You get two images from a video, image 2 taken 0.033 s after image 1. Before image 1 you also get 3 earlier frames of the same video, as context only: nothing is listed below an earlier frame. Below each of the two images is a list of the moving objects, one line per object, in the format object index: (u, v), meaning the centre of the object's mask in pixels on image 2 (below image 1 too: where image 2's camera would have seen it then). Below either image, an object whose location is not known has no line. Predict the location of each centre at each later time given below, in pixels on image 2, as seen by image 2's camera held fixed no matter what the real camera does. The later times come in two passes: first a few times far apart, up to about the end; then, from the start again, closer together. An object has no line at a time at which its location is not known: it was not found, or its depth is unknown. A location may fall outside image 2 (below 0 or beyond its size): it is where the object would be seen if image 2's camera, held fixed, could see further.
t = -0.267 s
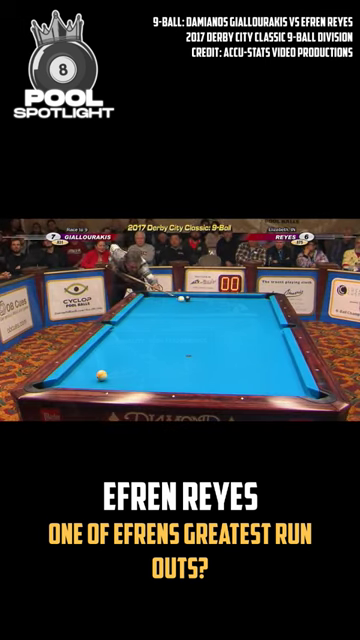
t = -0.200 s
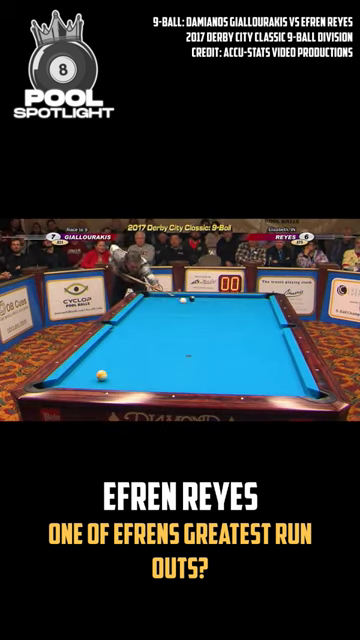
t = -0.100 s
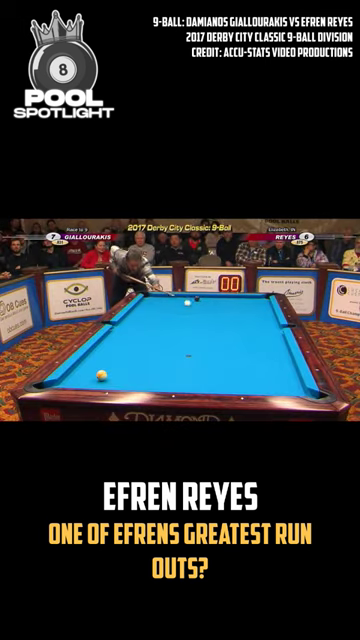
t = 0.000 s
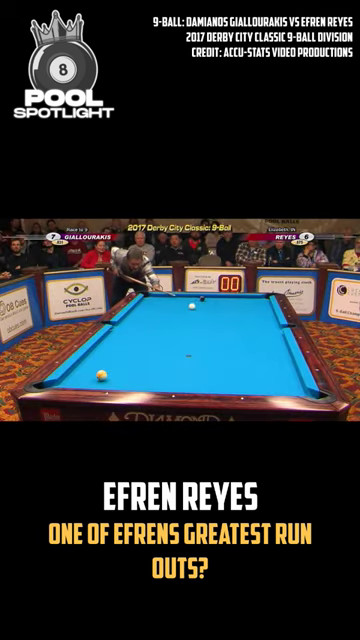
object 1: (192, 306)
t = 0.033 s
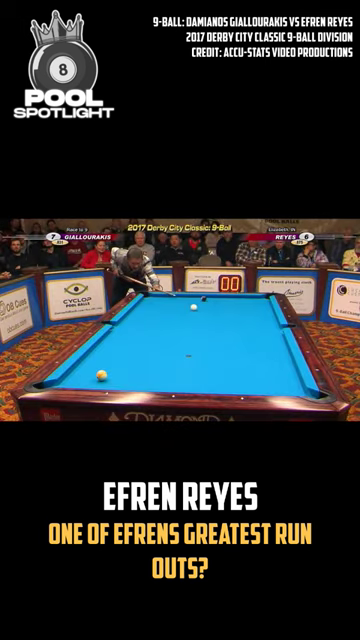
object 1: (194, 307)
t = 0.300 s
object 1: (208, 316)
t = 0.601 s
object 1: (227, 328)
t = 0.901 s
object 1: (250, 343)
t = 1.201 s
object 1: (279, 362)
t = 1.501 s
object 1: (289, 383)
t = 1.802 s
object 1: (281, 384)
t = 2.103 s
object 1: (273, 373)
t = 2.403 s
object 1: (266, 364)
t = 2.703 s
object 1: (260, 356)
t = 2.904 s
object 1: (256, 351)
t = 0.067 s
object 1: (195, 308)
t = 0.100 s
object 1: (197, 309)
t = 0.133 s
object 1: (199, 310)
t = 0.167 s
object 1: (200, 311)
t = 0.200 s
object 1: (202, 312)
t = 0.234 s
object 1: (204, 313)
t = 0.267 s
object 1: (206, 315)
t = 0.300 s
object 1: (208, 316)
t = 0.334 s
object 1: (210, 317)
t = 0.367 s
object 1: (212, 318)
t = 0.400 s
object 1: (214, 320)
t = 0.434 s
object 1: (216, 321)
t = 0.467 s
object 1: (218, 322)
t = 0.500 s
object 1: (220, 324)
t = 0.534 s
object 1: (222, 325)
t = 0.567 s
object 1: (225, 327)
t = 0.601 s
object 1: (227, 328)
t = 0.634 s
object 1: (229, 329)
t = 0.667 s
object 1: (232, 331)
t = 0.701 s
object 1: (234, 333)
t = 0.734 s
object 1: (237, 334)
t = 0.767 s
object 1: (239, 336)
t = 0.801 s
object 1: (242, 338)
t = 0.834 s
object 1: (245, 339)
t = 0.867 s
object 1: (247, 341)
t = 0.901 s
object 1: (250, 343)
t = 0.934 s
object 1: (253, 345)
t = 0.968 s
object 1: (256, 347)
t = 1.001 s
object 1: (259, 349)
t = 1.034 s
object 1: (262, 351)
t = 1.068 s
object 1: (265, 353)
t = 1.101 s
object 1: (269, 355)
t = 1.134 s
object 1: (272, 357)
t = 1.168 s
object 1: (276, 359)
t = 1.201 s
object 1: (279, 362)
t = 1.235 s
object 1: (283, 364)
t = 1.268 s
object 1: (286, 366)
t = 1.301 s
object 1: (290, 369)
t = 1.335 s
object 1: (294, 371)
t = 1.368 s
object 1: (293, 374)
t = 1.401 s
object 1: (291, 376)
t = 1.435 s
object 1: (291, 378)
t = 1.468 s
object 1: (290, 380)
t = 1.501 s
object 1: (289, 383)
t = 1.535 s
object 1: (288, 385)
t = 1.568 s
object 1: (288, 386)
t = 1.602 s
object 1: (287, 388)
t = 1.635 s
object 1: (286, 390)
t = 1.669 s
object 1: (285, 388)
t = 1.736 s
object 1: (283, 386)
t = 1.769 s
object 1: (282, 385)
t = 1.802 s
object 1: (281, 384)
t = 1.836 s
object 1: (280, 382)
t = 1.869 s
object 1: (279, 381)
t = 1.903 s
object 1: (278, 380)
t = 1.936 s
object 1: (277, 379)
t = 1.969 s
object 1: (276, 378)
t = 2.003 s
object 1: (275, 376)
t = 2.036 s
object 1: (275, 375)
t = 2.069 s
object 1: (274, 374)
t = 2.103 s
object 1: (273, 373)
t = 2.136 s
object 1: (272, 372)
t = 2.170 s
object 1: (271, 371)
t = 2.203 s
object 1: (271, 370)
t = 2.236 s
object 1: (270, 369)
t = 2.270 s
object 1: (269, 368)
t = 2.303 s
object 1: (269, 367)
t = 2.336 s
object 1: (268, 365)
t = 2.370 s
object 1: (267, 365)
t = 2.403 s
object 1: (266, 364)
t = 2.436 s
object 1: (266, 363)
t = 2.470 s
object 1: (265, 362)
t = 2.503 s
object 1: (264, 361)
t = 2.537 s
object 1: (264, 360)
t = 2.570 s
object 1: (263, 359)
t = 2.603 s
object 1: (262, 358)
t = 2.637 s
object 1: (261, 357)
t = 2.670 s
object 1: (261, 356)
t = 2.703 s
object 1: (260, 356)
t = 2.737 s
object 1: (259, 355)
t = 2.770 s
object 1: (259, 354)
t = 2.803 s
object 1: (258, 354)
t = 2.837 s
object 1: (258, 353)
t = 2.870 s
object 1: (257, 352)
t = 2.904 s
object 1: (256, 351)
